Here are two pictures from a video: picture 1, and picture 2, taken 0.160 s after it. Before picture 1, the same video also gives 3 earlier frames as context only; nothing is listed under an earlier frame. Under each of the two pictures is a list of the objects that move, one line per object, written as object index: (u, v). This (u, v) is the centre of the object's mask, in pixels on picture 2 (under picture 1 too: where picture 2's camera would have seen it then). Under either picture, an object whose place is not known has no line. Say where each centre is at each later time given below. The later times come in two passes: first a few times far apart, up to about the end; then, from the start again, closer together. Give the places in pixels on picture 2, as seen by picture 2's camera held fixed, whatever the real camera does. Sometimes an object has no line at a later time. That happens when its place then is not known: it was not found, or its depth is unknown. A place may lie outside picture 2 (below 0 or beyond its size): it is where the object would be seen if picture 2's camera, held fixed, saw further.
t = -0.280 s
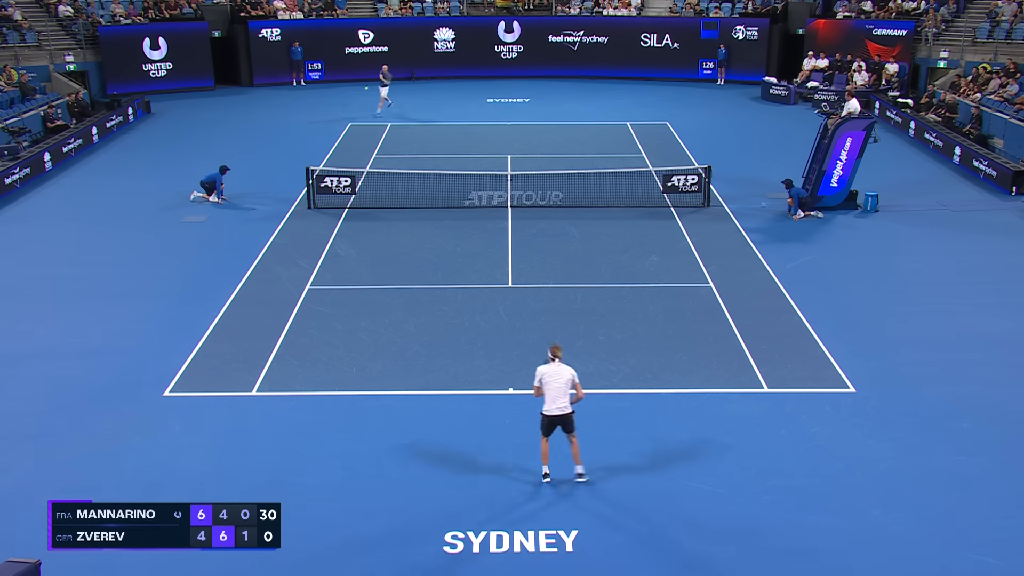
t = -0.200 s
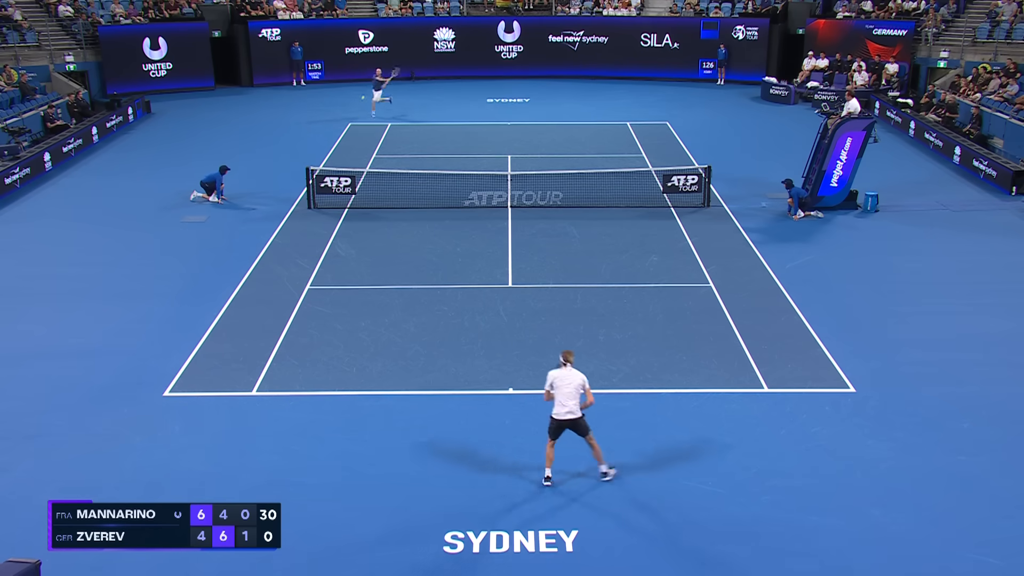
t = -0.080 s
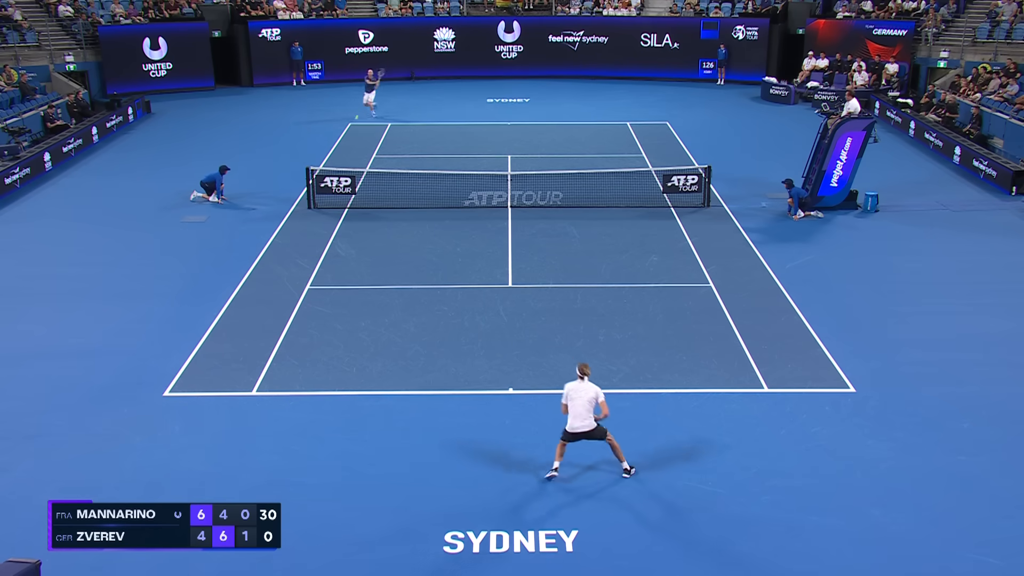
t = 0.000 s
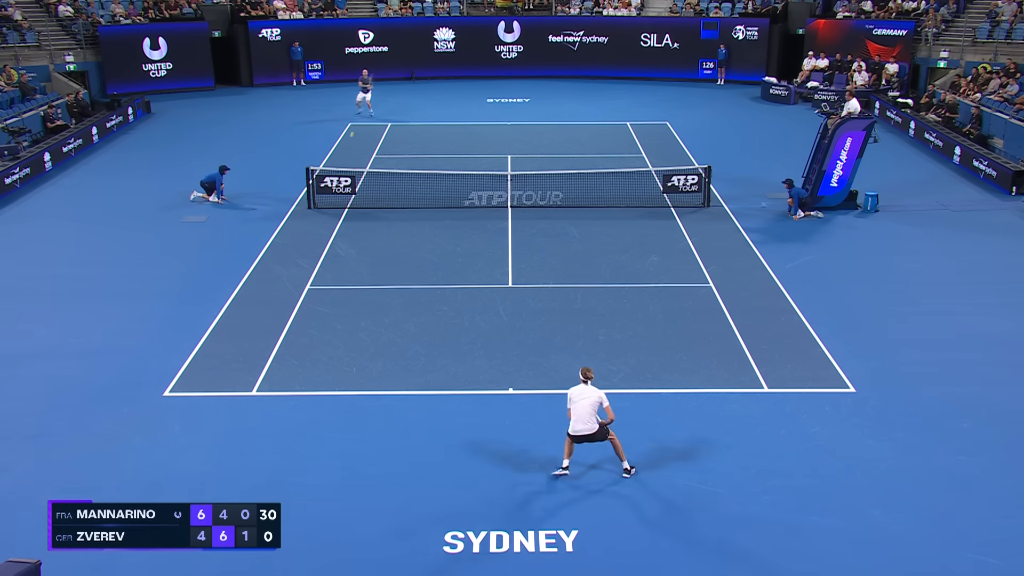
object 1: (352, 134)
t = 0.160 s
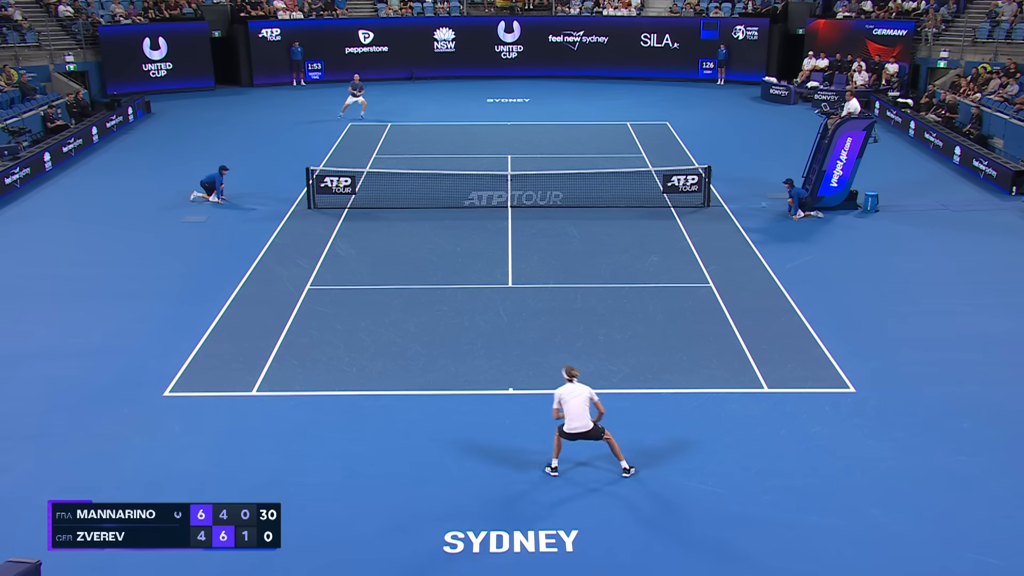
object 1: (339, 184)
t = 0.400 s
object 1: (317, 296)
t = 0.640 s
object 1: (286, 390)
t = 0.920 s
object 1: (244, 494)
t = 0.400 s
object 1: (317, 296)
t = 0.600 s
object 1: (291, 384)
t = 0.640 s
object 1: (286, 390)
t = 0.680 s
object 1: (281, 400)
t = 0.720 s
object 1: (275, 410)
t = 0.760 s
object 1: (269, 423)
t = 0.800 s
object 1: (264, 438)
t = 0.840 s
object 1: (257, 454)
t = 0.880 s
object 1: (251, 472)
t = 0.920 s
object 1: (244, 494)
